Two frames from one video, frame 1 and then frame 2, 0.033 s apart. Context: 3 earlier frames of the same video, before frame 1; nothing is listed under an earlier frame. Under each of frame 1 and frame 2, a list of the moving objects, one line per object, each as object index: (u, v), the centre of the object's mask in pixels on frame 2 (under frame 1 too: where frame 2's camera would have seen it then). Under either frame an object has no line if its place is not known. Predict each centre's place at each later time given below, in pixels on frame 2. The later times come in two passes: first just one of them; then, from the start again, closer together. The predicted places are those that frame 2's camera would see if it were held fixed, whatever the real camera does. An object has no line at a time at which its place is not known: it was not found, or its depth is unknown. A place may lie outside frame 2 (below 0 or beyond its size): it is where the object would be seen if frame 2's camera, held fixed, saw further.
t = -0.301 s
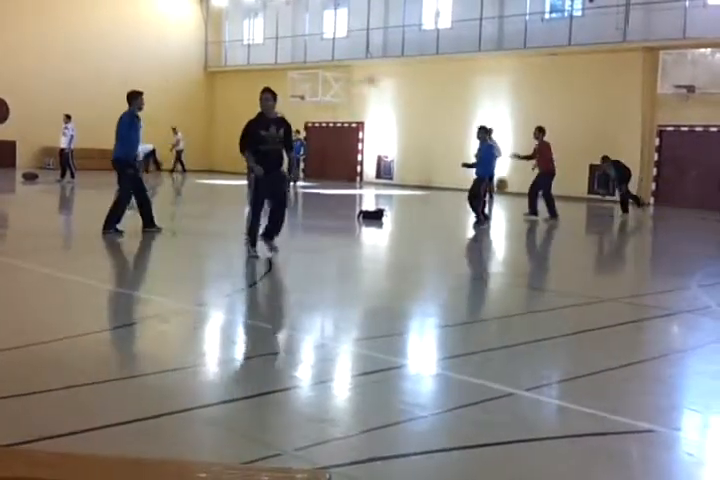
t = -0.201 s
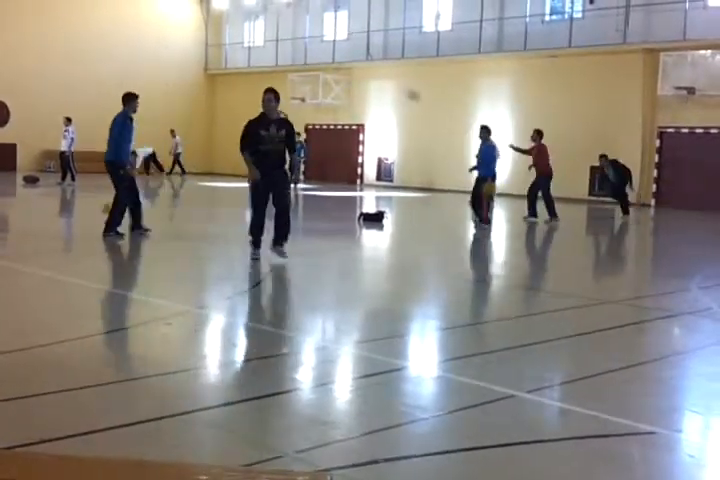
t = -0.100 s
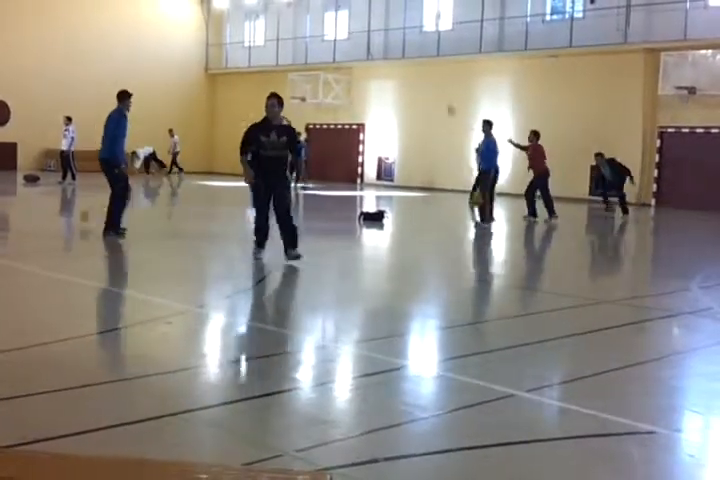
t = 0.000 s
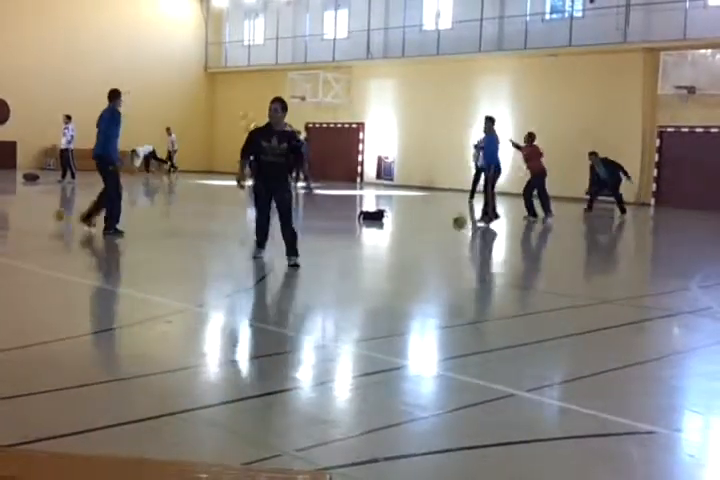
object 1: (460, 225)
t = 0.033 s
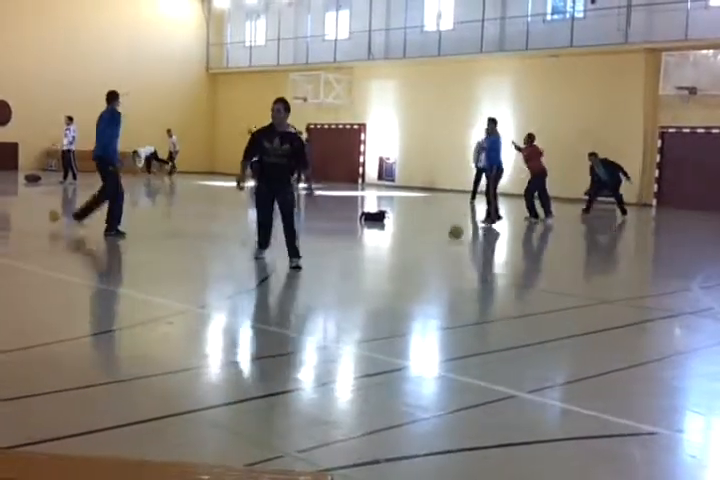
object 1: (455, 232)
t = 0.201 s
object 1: (428, 255)
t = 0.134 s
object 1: (436, 263)
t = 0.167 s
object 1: (428, 256)
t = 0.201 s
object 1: (428, 255)
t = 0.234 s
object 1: (423, 247)
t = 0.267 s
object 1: (418, 243)
